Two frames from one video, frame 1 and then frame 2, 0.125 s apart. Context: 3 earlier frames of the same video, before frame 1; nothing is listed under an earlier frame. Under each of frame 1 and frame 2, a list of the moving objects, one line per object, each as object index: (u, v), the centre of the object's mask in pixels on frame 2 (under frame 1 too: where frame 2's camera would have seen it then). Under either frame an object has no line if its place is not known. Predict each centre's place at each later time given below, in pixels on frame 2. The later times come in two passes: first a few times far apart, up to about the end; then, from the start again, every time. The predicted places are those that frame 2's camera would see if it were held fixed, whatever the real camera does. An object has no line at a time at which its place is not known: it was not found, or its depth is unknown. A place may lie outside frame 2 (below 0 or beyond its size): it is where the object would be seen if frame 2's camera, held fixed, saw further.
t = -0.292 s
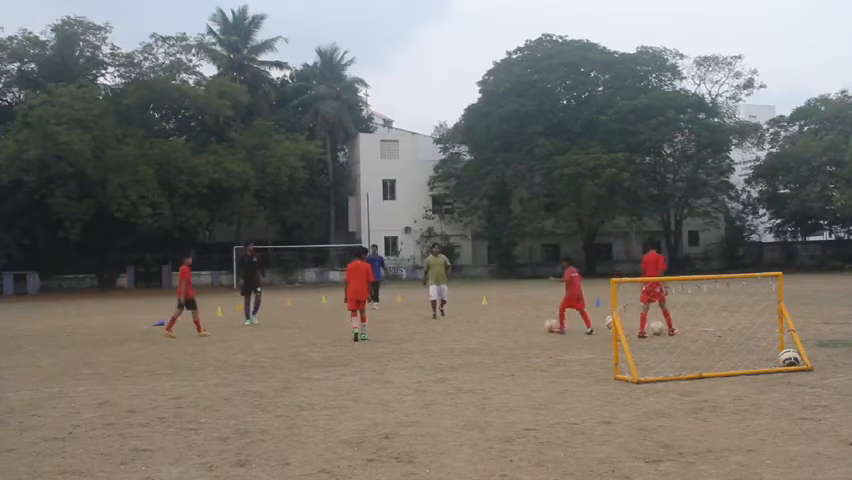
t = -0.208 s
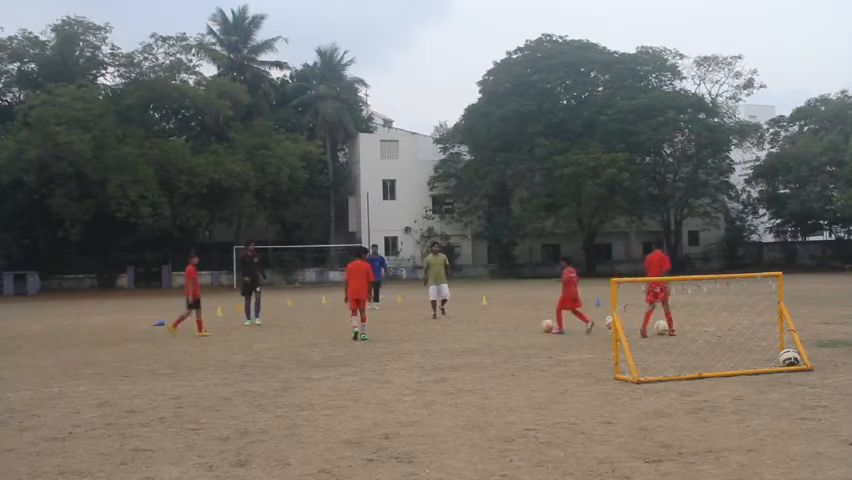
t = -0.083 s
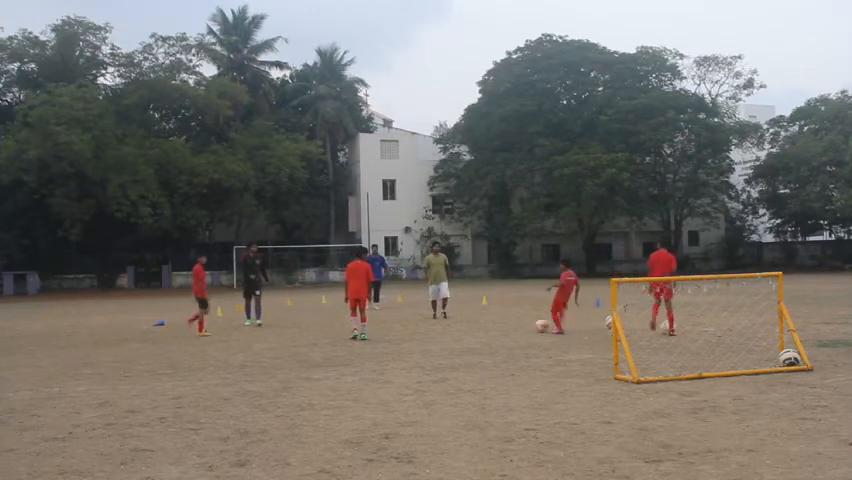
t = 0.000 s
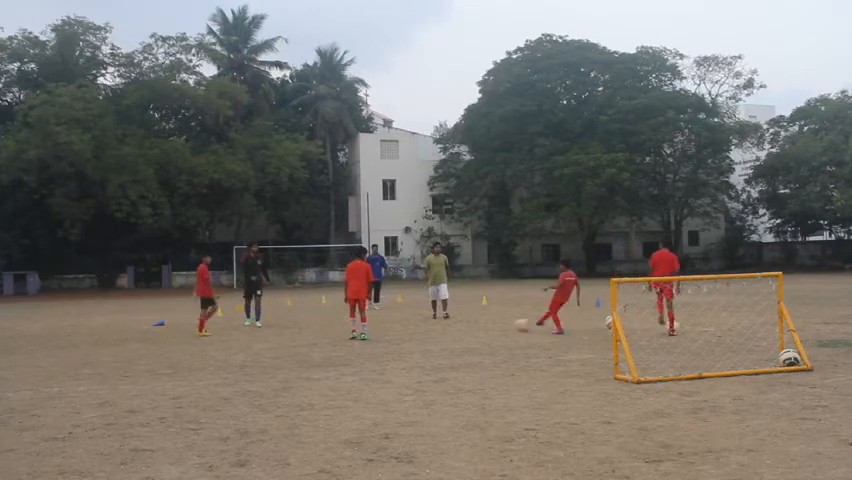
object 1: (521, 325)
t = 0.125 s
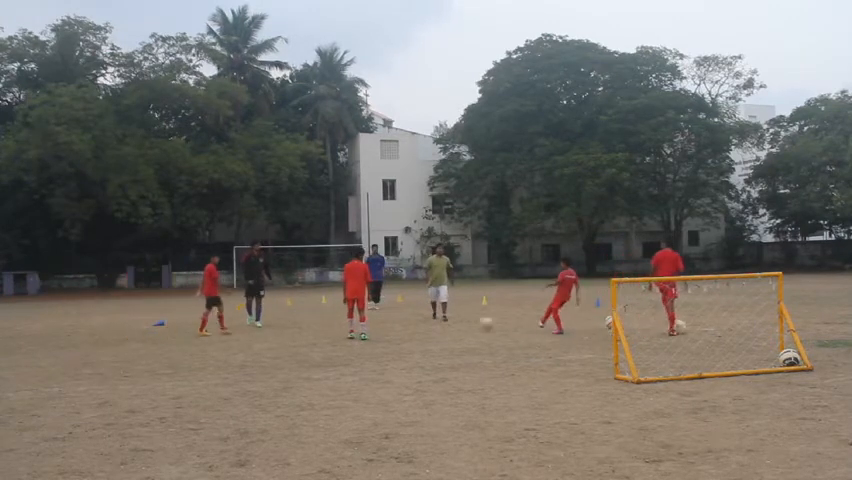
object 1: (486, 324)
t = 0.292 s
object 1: (446, 324)
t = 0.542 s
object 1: (399, 322)
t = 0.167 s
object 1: (474, 323)
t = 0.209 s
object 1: (465, 324)
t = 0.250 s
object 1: (456, 324)
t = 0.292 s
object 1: (446, 324)
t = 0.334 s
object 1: (438, 323)
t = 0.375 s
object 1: (429, 323)
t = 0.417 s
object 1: (422, 322)
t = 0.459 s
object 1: (414, 322)
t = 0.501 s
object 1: (407, 322)
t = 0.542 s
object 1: (399, 322)
